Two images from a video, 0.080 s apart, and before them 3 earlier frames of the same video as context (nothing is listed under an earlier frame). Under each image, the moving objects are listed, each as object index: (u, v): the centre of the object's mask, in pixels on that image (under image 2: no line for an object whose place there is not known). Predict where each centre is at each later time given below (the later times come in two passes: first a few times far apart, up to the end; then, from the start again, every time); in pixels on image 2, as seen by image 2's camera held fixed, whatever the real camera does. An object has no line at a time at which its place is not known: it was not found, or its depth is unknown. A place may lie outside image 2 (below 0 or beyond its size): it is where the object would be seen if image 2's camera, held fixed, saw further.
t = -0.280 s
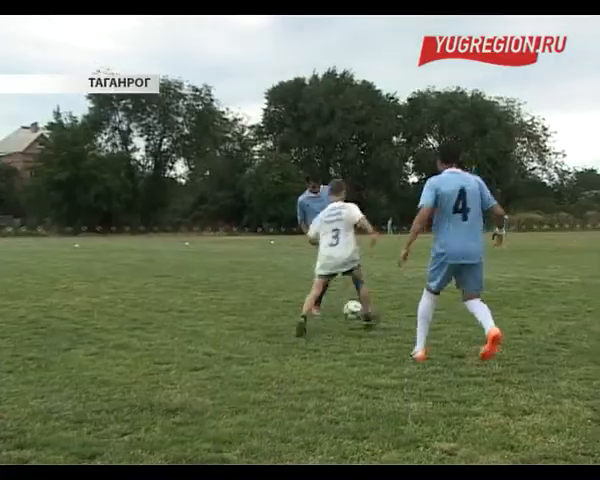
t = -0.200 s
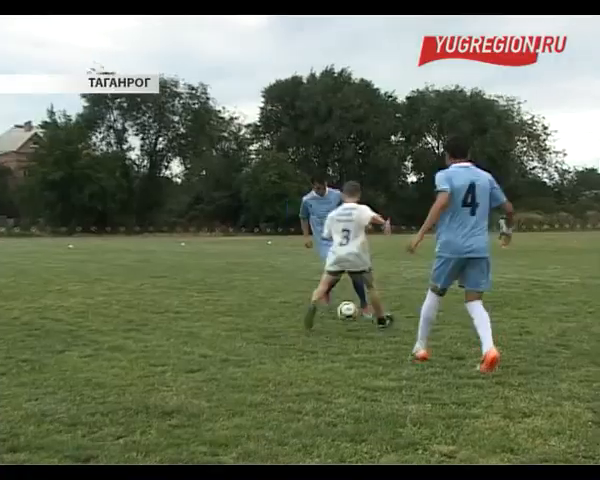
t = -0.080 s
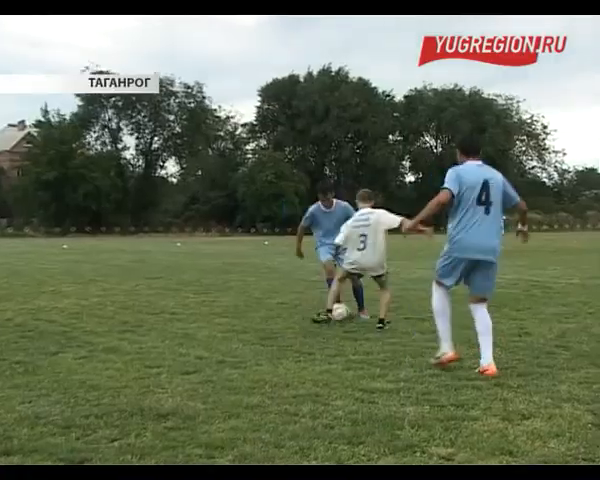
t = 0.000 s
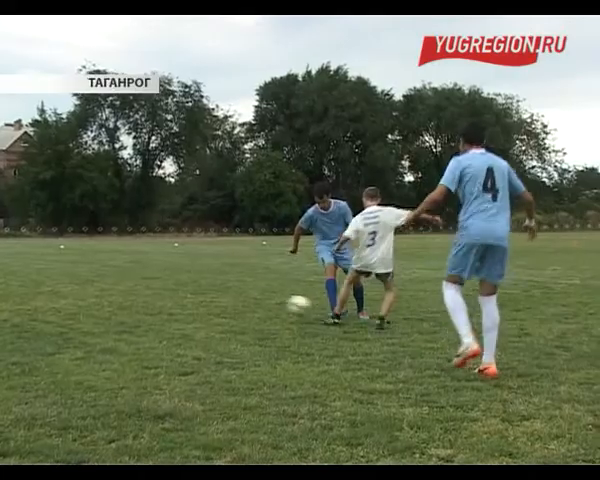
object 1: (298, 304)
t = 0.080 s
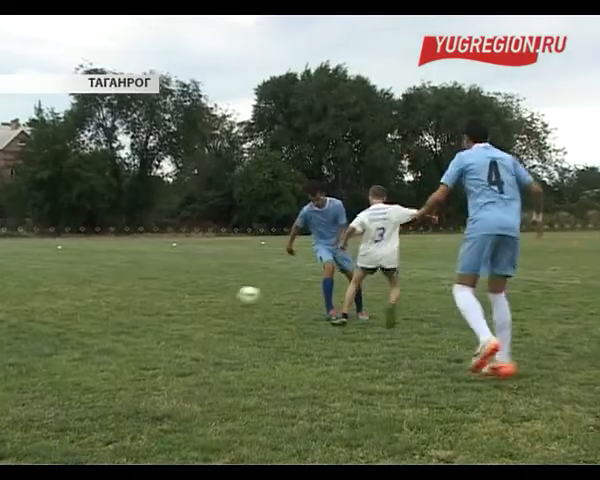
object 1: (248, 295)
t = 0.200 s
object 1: (178, 293)
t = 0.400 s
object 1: (79, 303)
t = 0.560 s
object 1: (37, 290)
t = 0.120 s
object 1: (224, 291)
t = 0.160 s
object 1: (201, 292)
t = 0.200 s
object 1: (178, 293)
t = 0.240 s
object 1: (156, 294)
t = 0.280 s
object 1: (134, 298)
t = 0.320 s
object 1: (113, 303)
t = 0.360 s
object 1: (93, 308)
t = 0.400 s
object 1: (79, 303)
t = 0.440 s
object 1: (69, 298)
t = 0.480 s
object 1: (58, 294)
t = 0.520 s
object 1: (47, 291)
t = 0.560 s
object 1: (37, 290)
